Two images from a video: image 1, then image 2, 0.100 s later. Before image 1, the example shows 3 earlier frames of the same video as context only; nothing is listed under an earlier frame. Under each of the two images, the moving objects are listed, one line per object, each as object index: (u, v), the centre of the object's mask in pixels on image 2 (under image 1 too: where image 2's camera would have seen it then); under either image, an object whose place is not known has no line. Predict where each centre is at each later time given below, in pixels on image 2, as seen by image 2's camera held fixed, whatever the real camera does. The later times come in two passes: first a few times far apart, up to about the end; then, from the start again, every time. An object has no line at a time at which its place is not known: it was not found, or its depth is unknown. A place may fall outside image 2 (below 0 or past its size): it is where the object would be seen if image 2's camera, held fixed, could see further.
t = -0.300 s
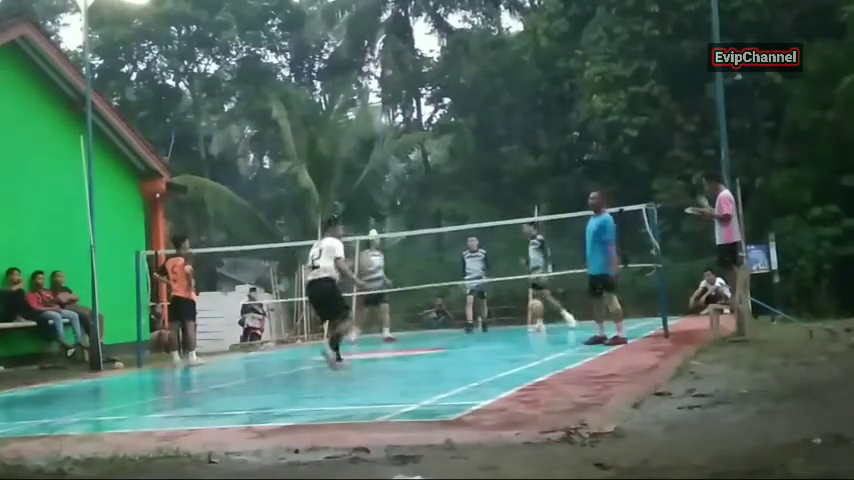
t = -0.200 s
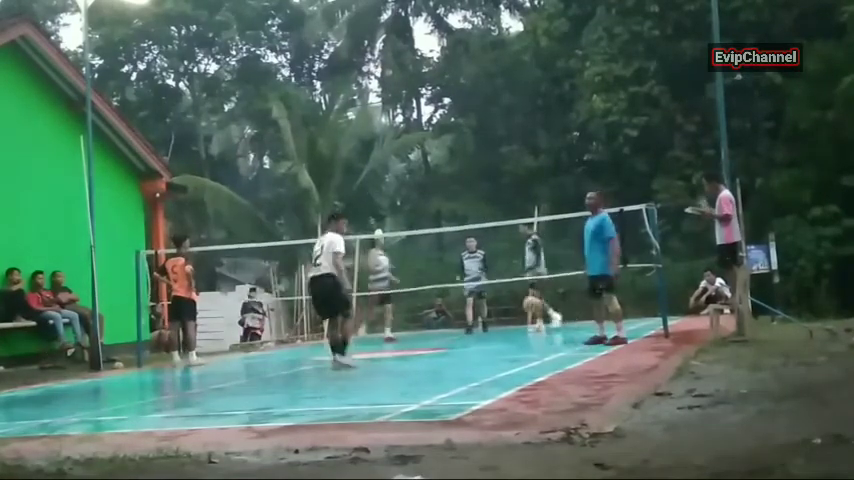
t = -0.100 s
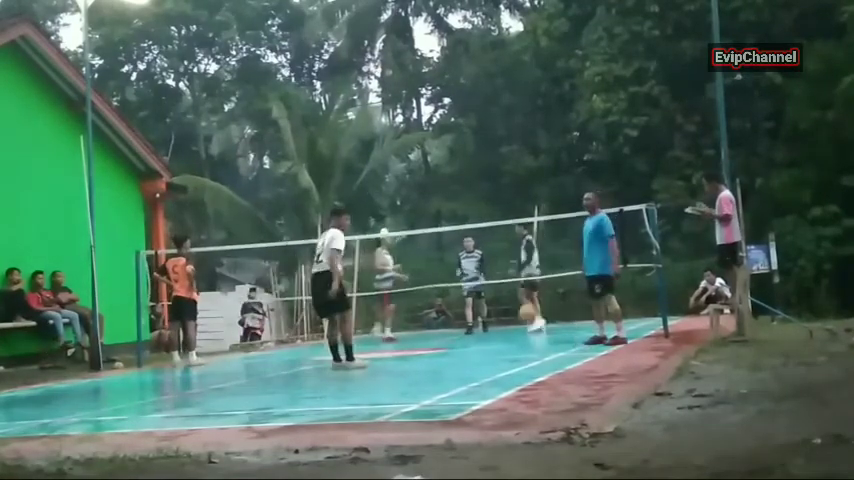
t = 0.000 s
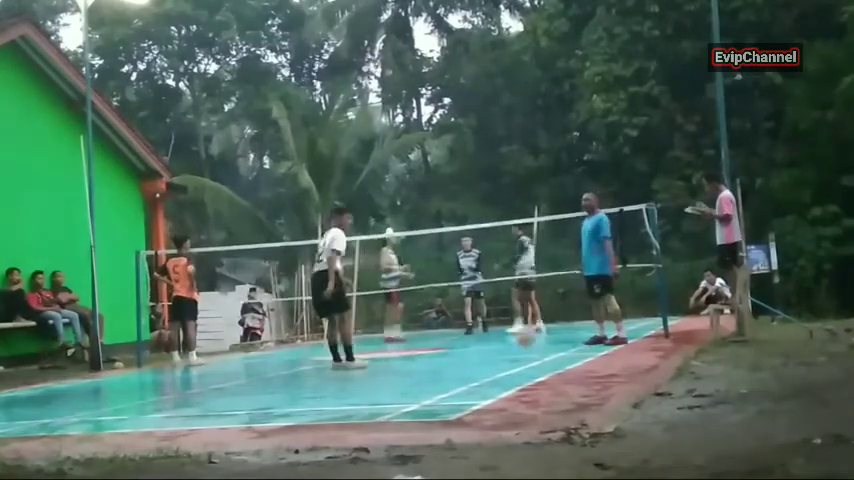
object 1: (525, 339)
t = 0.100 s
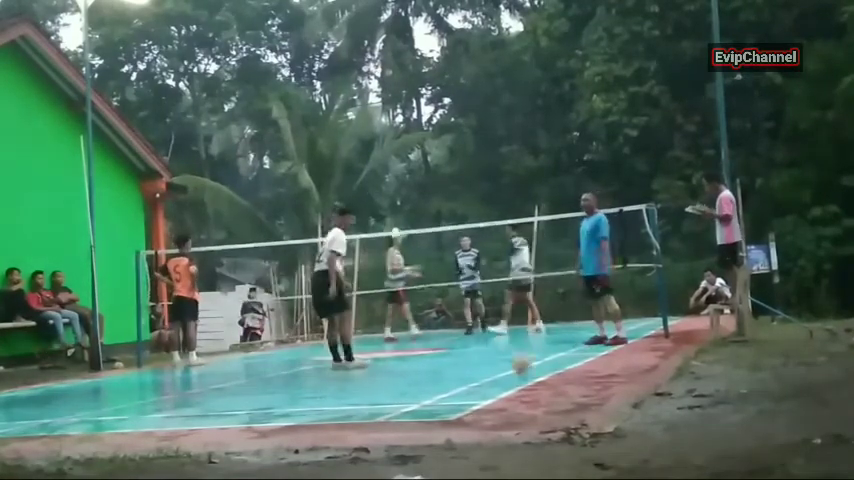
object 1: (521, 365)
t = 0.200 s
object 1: (512, 347)
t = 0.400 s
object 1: (496, 352)
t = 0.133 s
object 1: (518, 359)
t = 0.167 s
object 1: (515, 352)
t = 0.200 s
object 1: (512, 347)
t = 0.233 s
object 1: (510, 345)
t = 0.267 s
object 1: (508, 344)
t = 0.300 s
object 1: (505, 345)
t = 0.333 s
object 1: (502, 346)
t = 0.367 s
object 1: (499, 349)
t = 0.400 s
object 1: (496, 352)
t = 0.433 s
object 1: (495, 362)
